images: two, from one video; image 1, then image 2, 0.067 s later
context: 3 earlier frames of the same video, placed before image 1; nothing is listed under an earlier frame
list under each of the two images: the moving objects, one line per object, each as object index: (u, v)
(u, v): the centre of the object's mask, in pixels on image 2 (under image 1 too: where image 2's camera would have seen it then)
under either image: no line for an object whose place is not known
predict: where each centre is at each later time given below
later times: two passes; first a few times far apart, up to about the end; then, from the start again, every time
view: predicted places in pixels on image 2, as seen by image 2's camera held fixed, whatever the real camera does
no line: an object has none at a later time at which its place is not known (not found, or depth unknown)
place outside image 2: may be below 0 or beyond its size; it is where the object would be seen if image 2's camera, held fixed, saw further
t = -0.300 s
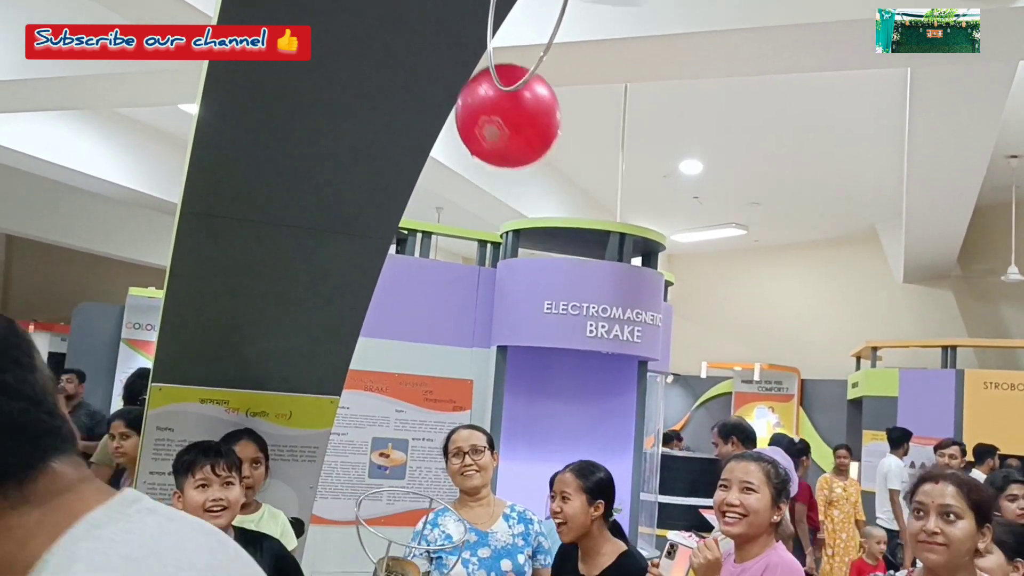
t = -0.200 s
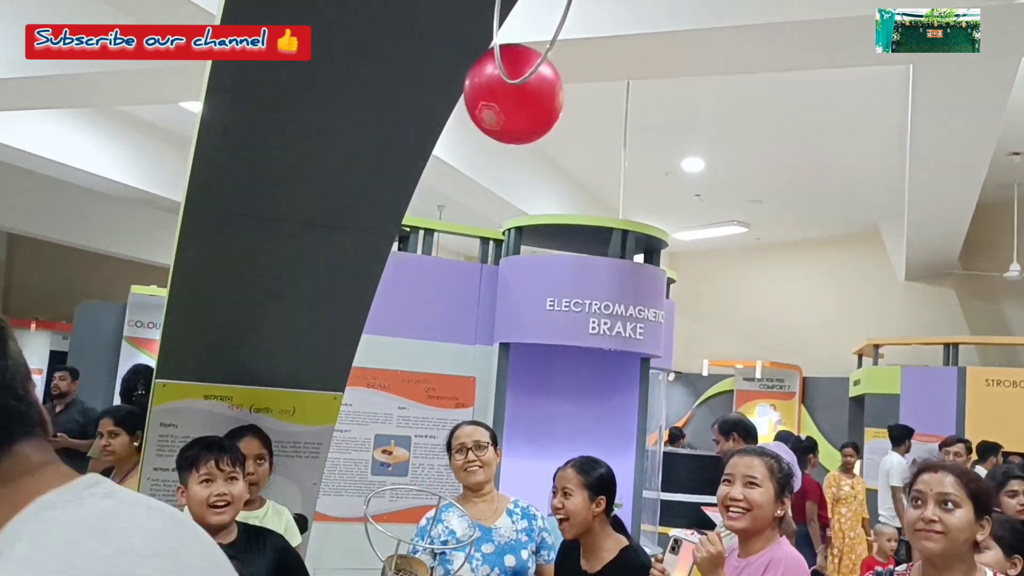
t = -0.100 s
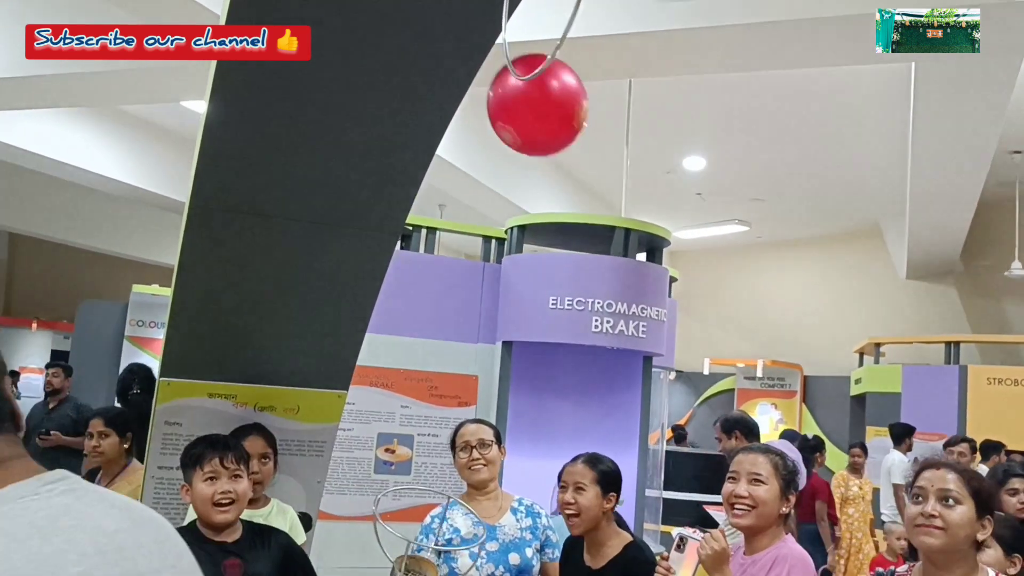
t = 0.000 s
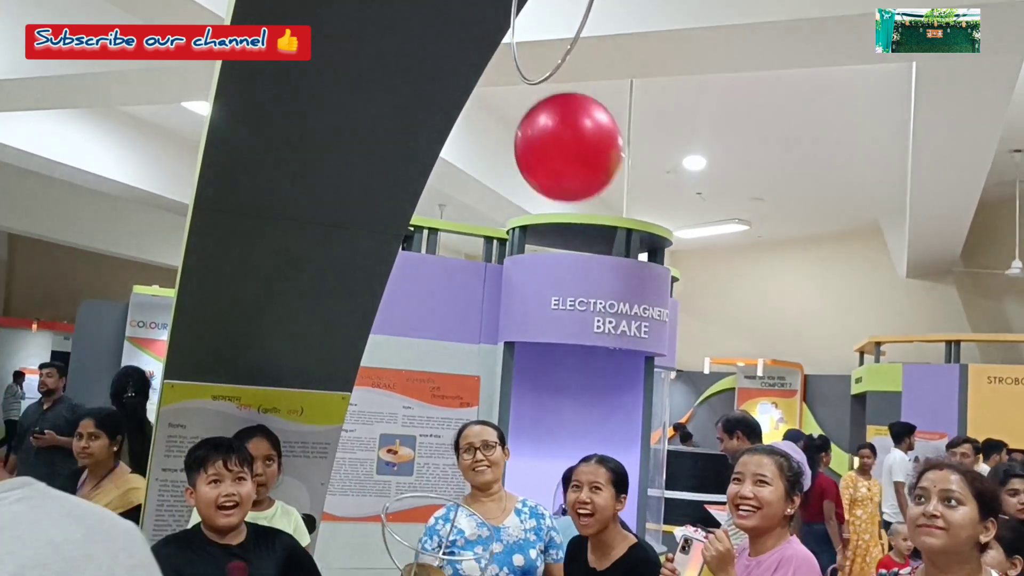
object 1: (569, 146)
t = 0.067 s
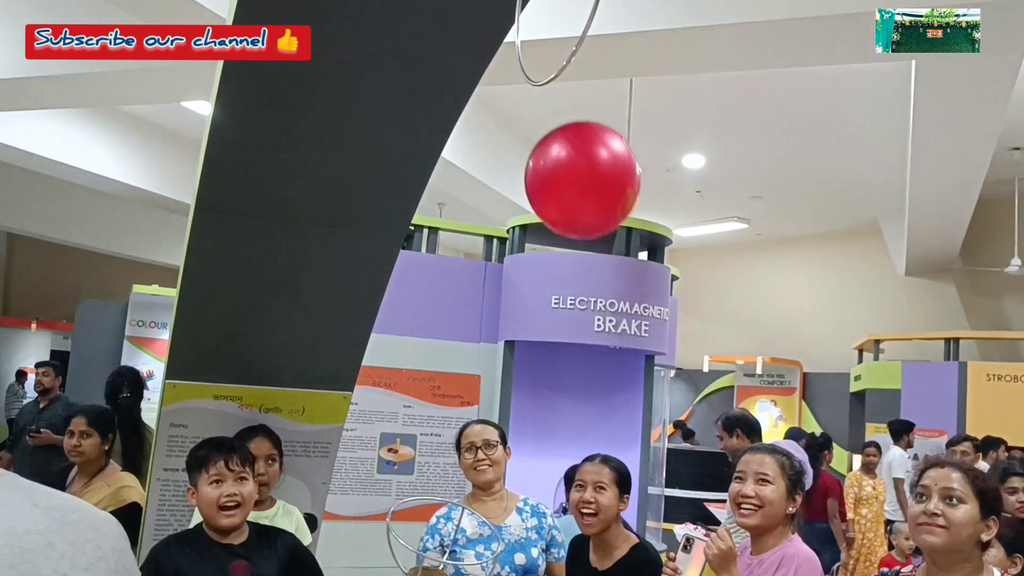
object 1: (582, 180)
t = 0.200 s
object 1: (588, 241)
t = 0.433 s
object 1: (528, 264)
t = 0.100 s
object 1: (586, 196)
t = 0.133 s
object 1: (588, 211)
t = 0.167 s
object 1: (588, 226)
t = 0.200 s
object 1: (588, 241)
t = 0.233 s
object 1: (585, 255)
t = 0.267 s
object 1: (580, 266)
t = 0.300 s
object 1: (573, 271)
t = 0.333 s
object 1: (560, 270)
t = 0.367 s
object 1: (544, 265)
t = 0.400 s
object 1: (532, 264)
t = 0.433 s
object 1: (528, 264)
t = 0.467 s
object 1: (535, 267)
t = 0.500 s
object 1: (550, 270)
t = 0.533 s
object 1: (568, 271)
